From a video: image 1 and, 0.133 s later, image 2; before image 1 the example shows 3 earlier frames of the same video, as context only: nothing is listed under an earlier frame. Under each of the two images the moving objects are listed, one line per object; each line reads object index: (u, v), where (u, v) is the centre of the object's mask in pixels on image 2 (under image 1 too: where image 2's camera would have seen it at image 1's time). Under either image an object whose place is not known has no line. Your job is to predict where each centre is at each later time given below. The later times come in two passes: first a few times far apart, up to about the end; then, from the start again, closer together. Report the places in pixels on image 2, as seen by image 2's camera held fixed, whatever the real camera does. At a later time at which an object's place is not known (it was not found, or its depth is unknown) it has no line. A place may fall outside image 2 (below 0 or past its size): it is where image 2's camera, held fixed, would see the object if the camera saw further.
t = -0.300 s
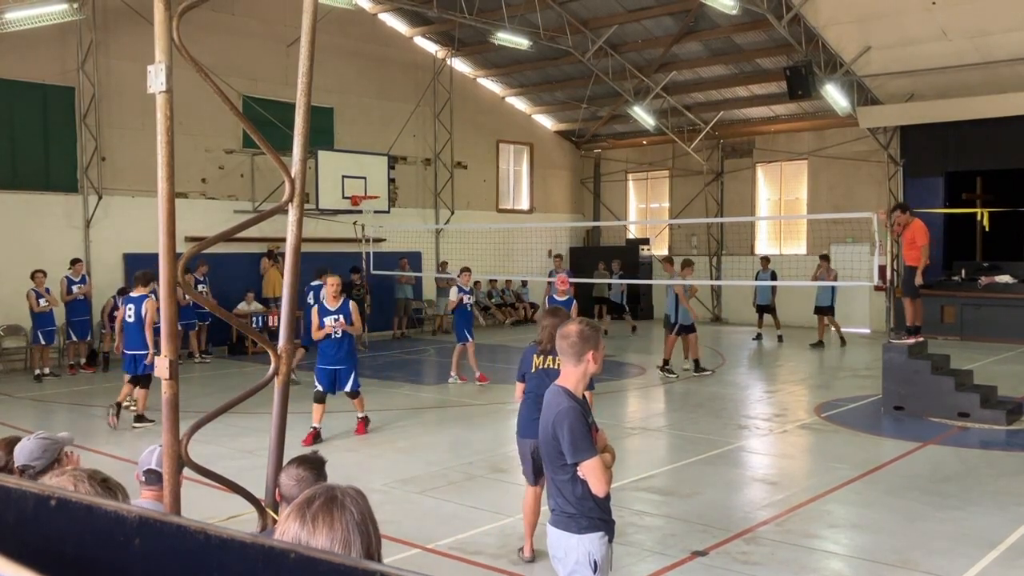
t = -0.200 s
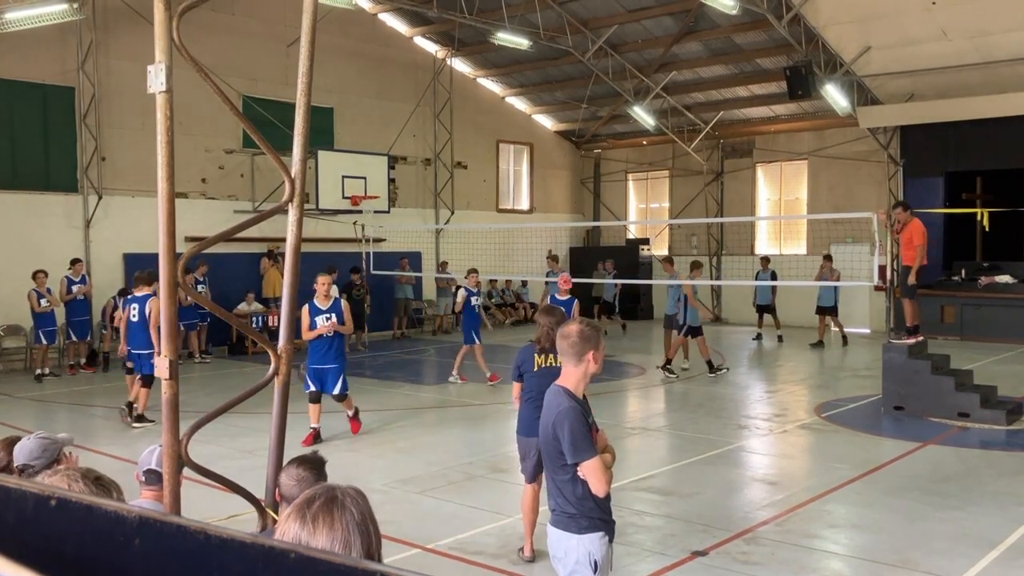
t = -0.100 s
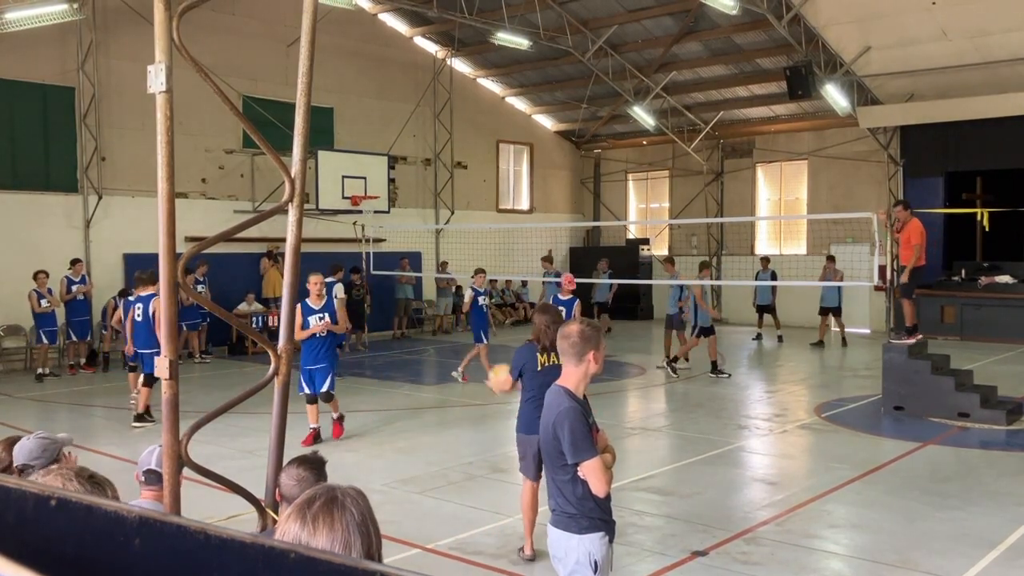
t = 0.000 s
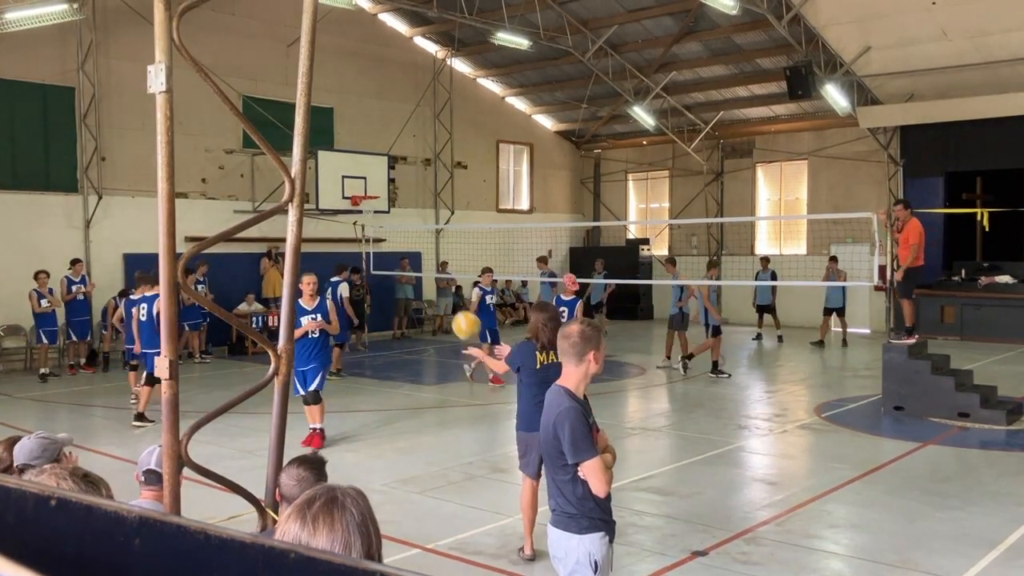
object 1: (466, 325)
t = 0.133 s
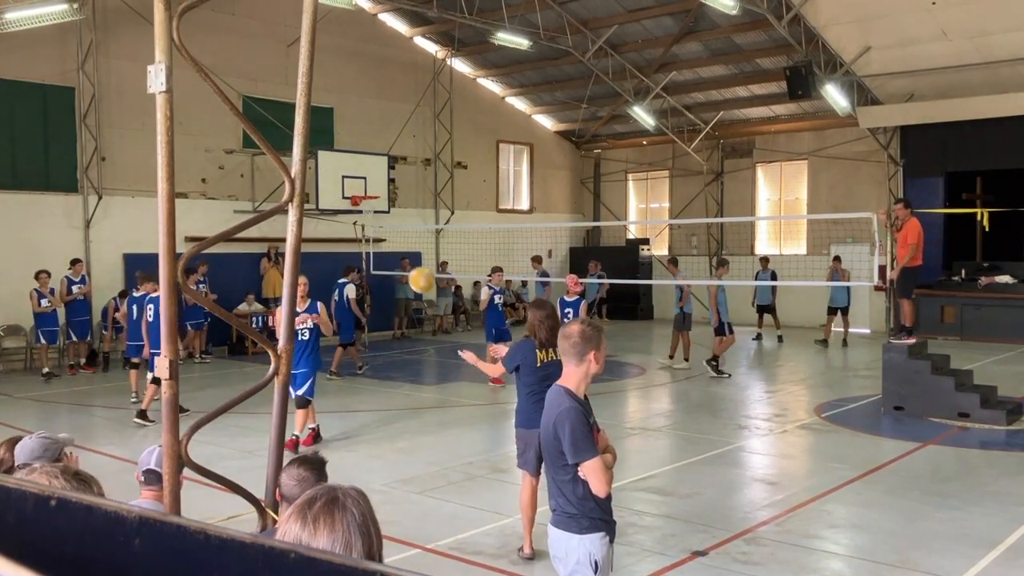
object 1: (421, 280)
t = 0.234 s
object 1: (391, 263)
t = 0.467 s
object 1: (331, 272)
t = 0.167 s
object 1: (411, 272)
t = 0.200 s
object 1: (401, 267)
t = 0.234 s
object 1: (391, 263)
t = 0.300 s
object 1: (373, 259)
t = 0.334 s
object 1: (364, 259)
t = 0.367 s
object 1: (356, 261)
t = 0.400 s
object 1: (347, 263)
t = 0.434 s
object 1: (339, 267)
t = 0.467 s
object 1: (331, 272)
